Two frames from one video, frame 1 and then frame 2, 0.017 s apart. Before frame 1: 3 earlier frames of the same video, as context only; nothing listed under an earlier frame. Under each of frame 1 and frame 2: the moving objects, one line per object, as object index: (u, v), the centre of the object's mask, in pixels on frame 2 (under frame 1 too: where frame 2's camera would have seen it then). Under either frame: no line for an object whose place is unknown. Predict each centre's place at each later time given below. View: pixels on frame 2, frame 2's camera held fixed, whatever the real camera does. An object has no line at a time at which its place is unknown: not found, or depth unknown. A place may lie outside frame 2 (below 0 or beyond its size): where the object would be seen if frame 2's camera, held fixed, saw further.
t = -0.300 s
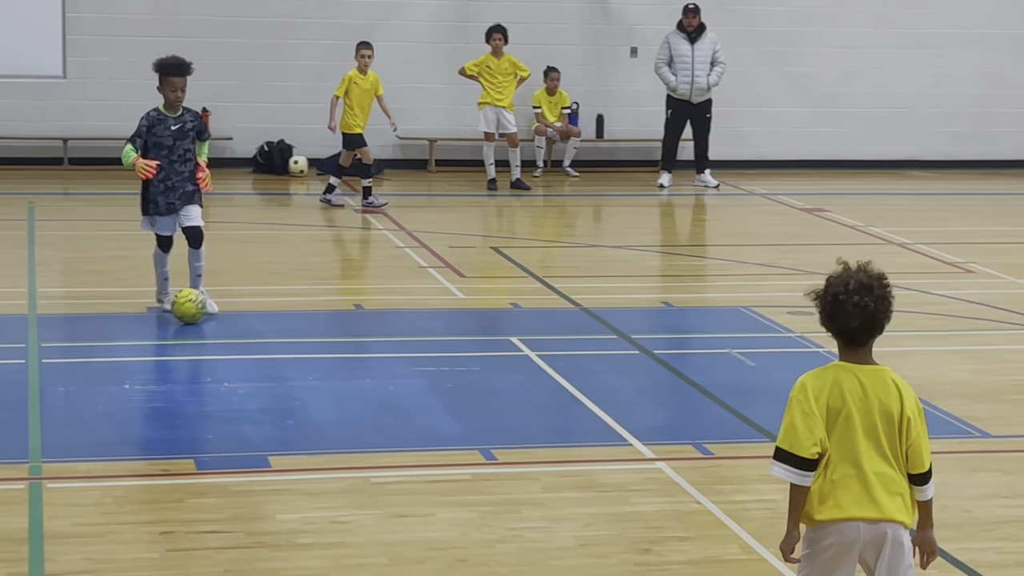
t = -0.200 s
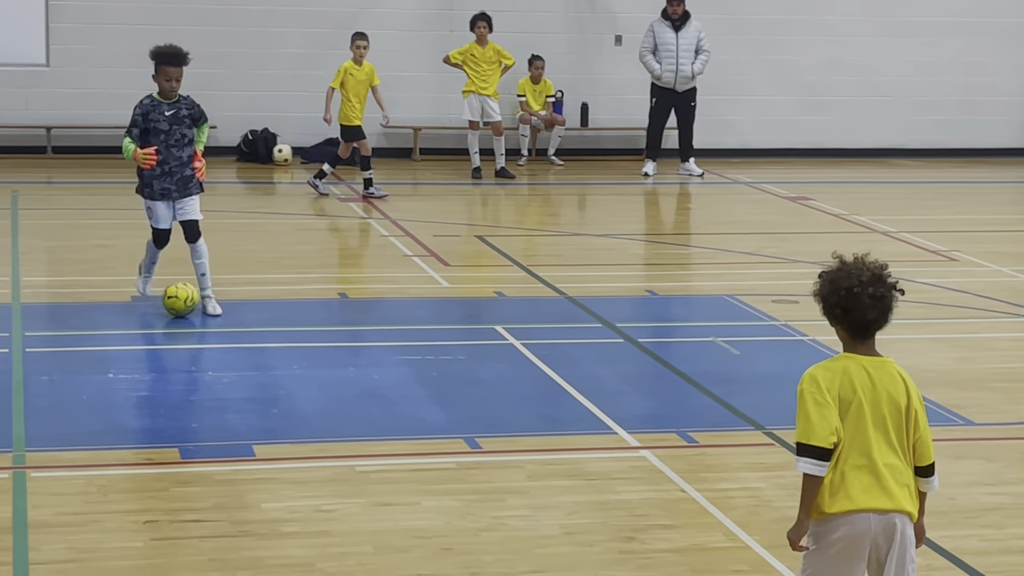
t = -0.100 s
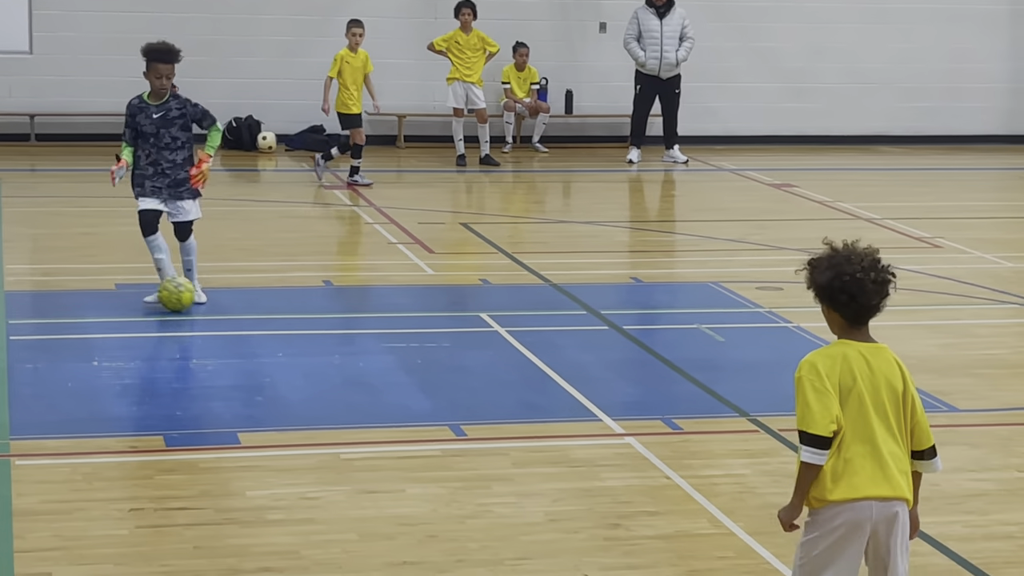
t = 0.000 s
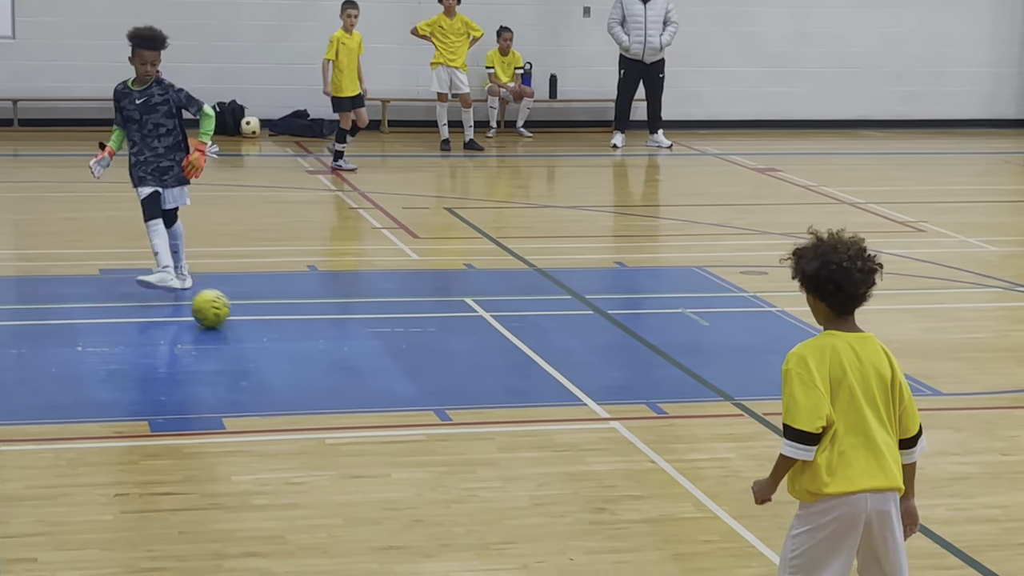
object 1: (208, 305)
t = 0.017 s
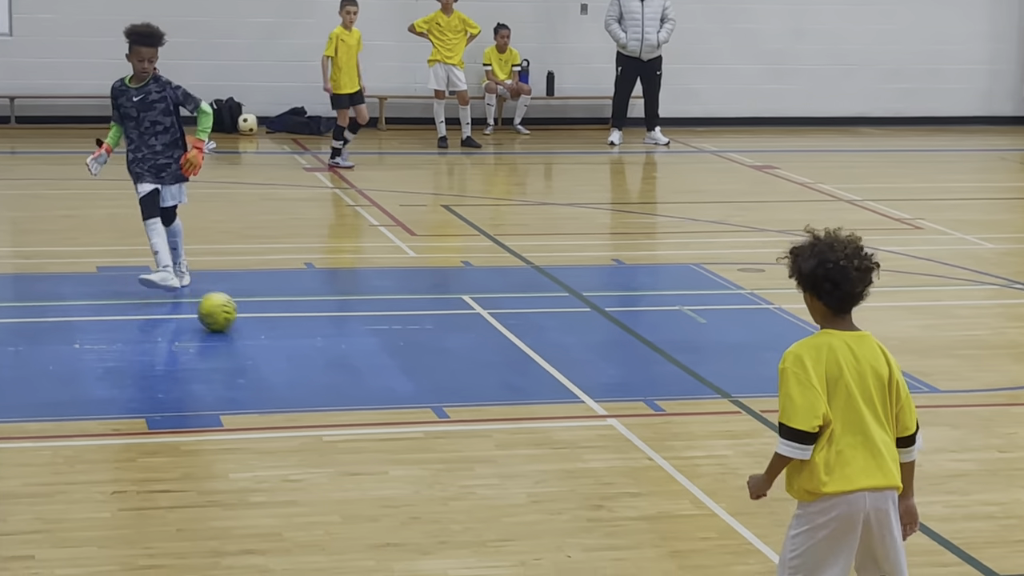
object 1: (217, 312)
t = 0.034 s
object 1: (226, 317)
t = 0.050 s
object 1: (235, 322)
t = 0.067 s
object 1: (244, 329)
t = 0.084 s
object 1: (254, 334)
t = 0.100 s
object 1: (263, 340)
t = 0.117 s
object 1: (273, 346)
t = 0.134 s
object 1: (282, 352)
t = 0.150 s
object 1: (292, 358)
